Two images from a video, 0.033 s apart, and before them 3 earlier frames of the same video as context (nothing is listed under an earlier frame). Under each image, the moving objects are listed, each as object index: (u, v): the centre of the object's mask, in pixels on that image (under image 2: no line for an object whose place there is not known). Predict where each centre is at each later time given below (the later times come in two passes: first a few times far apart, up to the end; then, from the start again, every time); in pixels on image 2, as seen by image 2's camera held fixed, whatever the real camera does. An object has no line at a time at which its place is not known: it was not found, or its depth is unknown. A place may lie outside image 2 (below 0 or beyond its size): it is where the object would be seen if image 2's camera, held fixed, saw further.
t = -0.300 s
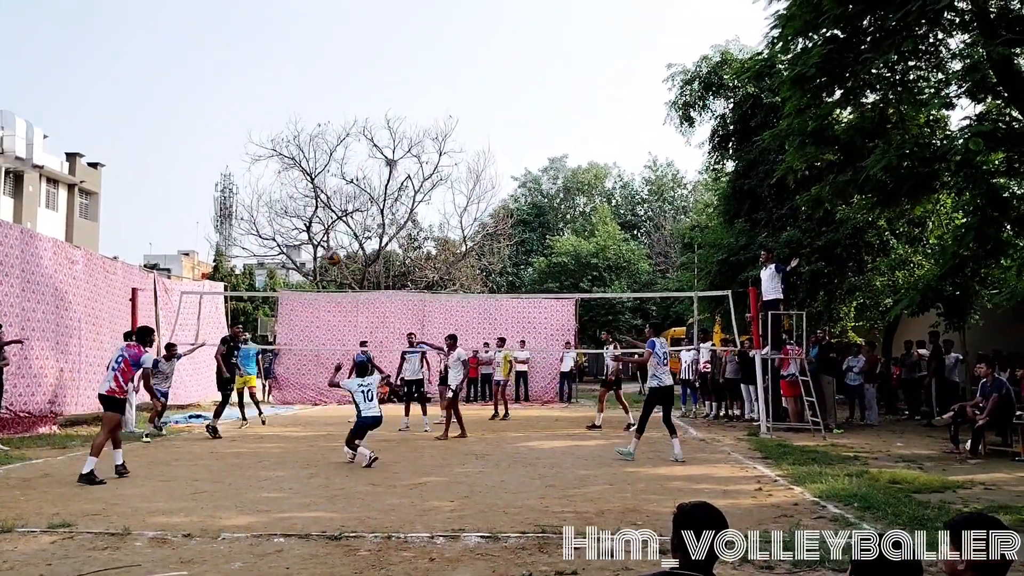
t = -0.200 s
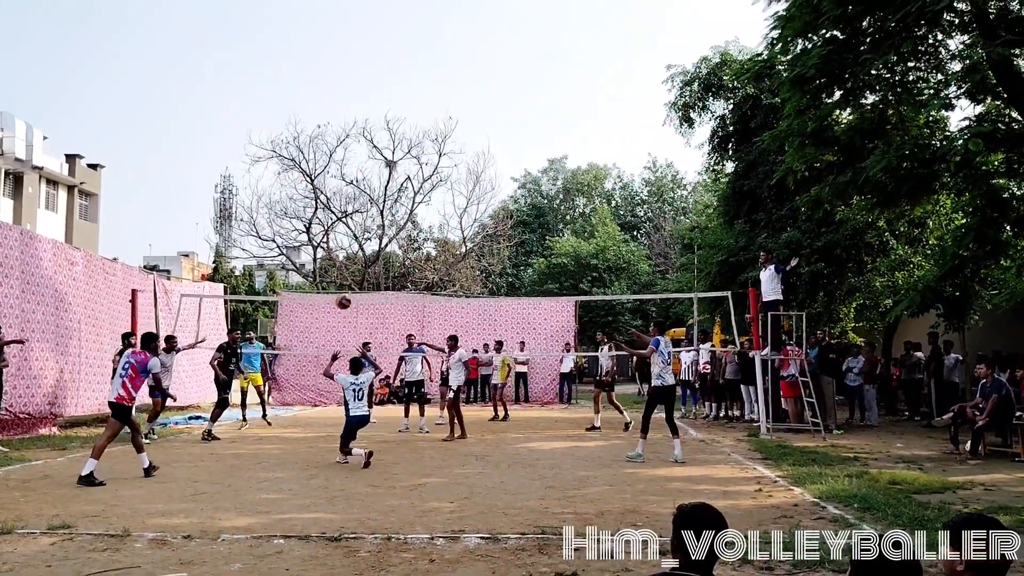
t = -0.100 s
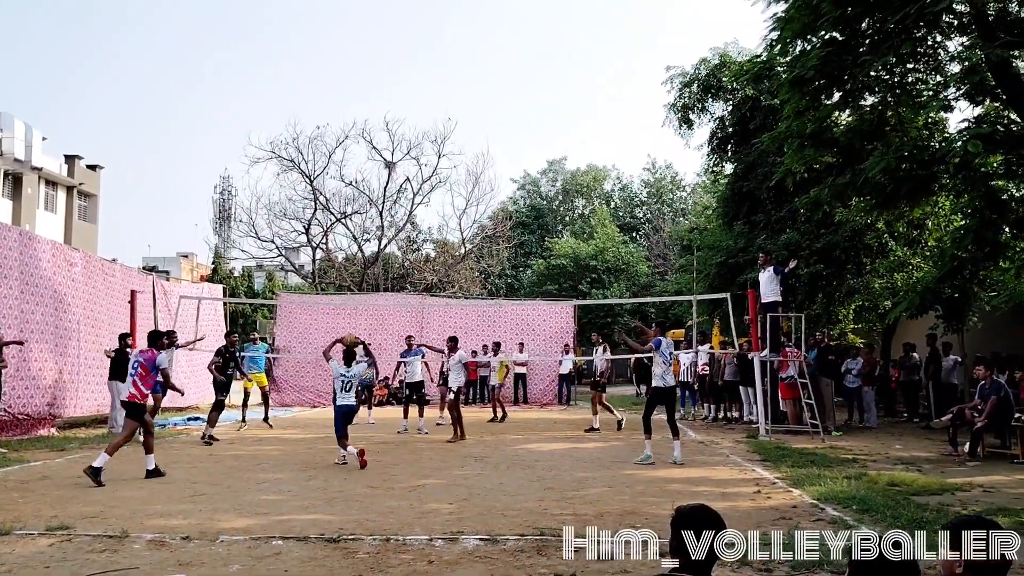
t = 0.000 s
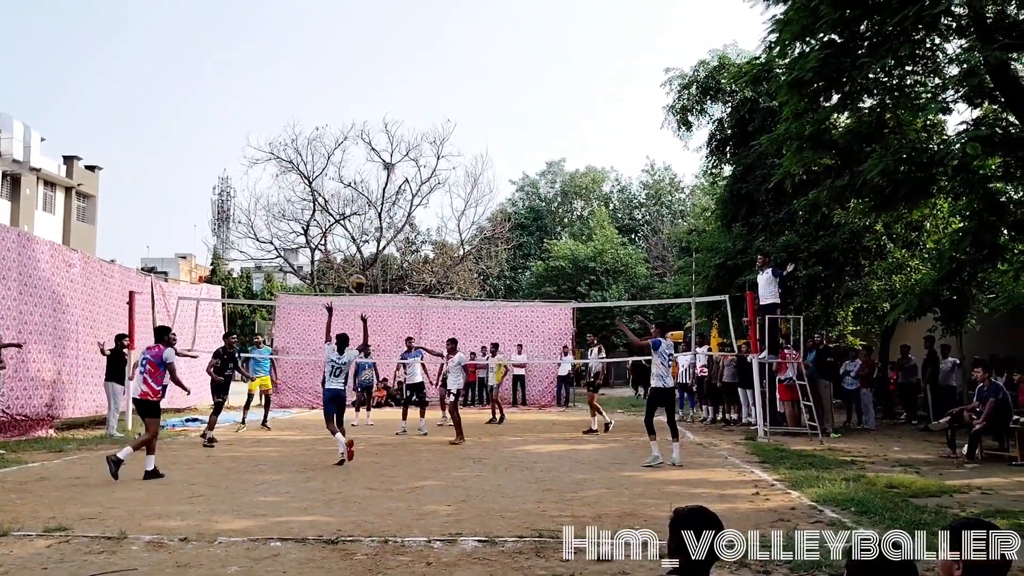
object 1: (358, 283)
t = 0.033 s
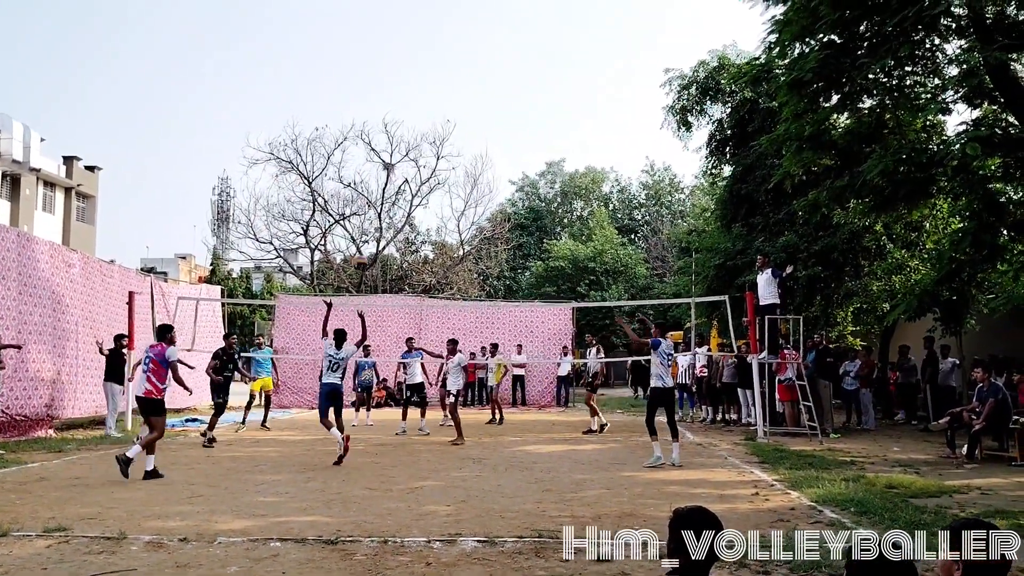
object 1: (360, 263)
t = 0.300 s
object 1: (377, 145)
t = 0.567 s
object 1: (392, 88)
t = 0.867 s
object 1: (406, 82)
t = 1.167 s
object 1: (418, 130)
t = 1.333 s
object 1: (425, 179)
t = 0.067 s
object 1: (362, 245)
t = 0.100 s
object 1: (365, 228)
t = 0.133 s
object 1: (367, 212)
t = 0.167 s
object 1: (370, 197)
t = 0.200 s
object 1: (371, 182)
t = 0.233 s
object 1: (373, 169)
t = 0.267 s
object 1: (375, 157)
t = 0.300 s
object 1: (377, 145)
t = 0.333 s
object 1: (379, 135)
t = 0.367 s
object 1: (381, 126)
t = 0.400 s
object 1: (383, 118)
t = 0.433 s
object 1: (385, 110)
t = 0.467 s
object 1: (386, 104)
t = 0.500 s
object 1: (388, 98)
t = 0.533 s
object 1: (390, 92)
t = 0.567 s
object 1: (392, 88)
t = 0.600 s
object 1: (393, 85)
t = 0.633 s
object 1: (395, 82)
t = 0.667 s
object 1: (397, 80)
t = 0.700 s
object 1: (398, 78)
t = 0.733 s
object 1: (400, 78)
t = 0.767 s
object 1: (402, 78)
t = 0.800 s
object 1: (403, 78)
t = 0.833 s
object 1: (404, 80)
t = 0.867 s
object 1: (406, 82)
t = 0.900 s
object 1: (407, 85)
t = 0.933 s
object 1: (409, 88)
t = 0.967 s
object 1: (410, 92)
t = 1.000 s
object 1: (411, 97)
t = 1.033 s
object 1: (413, 103)
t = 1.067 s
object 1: (414, 109)
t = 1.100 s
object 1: (416, 115)
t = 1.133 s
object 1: (417, 122)
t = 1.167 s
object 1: (418, 130)
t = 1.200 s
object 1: (420, 139)
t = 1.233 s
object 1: (421, 148)
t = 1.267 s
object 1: (422, 157)
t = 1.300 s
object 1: (423, 168)
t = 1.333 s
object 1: (425, 179)
